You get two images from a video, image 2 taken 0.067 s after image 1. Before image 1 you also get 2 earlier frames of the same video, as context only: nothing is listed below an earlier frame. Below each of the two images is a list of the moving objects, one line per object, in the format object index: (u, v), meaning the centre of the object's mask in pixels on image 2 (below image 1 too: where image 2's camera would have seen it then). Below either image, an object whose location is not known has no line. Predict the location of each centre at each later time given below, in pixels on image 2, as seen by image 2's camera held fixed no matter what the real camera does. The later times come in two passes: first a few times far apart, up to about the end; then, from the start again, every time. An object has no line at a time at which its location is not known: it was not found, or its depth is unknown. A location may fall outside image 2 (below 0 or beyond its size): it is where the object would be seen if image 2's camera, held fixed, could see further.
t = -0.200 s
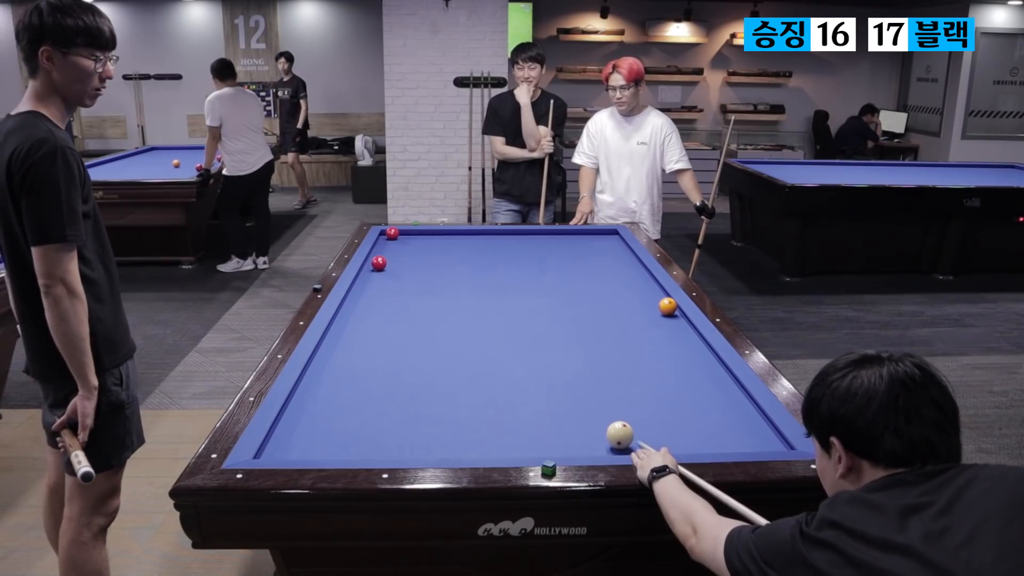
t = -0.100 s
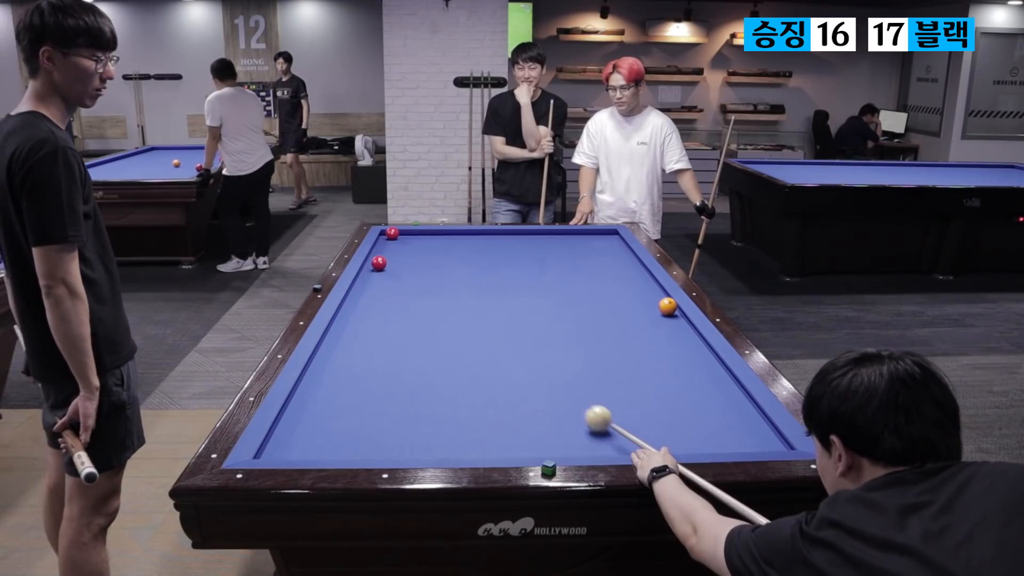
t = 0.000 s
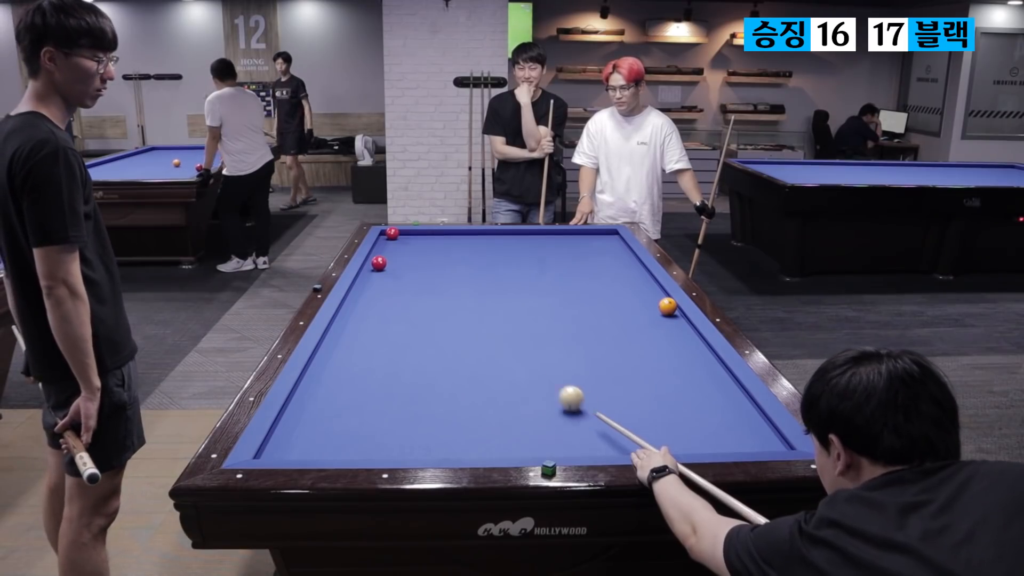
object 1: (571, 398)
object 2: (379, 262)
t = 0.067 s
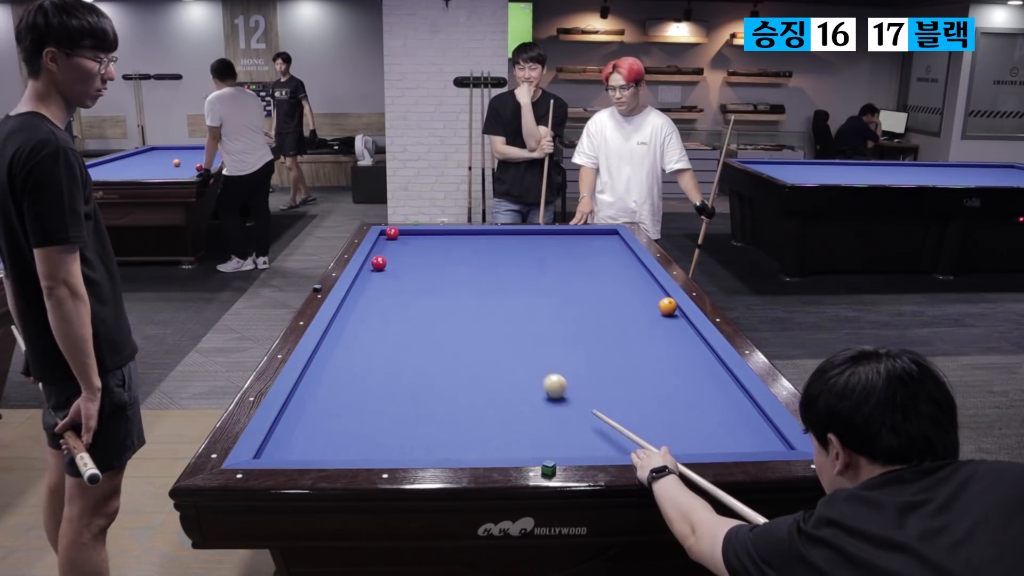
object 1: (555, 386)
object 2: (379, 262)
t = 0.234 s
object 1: (519, 359)
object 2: (379, 262)
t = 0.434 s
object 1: (483, 332)
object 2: (379, 262)
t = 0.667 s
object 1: (449, 306)
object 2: (379, 262)
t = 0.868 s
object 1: (425, 288)
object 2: (379, 262)
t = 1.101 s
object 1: (401, 270)
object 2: (379, 262)
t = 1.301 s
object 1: (397, 257)
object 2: (373, 262)
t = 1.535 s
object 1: (401, 245)
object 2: (389, 261)
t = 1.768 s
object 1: (406, 234)
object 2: (404, 260)
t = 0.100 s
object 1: (547, 380)
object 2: (379, 262)
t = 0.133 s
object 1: (540, 374)
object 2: (379, 262)
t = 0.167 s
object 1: (532, 369)
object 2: (379, 262)
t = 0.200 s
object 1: (525, 364)
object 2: (379, 262)
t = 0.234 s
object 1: (519, 359)
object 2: (379, 262)
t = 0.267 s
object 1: (512, 354)
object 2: (379, 262)
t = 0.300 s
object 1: (506, 349)
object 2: (379, 262)
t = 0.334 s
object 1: (500, 345)
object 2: (379, 262)
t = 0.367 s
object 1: (494, 340)
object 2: (379, 262)
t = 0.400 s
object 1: (489, 336)
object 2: (379, 262)
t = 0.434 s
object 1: (483, 332)
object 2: (379, 262)
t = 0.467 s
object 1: (478, 328)
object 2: (379, 262)
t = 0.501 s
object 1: (473, 324)
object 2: (379, 262)
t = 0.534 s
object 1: (468, 320)
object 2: (379, 262)
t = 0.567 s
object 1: (463, 317)
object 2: (379, 262)
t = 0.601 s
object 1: (458, 313)
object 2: (379, 262)
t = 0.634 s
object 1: (453, 309)
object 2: (379, 262)
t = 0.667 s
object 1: (449, 306)
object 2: (379, 262)
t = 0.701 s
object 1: (445, 303)
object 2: (379, 262)
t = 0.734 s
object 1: (440, 300)
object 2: (379, 262)
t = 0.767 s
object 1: (436, 297)
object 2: (379, 262)
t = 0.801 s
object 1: (432, 294)
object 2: (379, 262)
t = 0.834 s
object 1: (429, 291)
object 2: (379, 262)
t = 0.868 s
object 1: (425, 288)
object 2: (379, 262)
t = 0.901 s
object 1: (421, 285)
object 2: (379, 262)
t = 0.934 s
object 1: (418, 282)
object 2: (379, 262)
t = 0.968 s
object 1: (414, 280)
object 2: (379, 262)
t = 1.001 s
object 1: (411, 277)
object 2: (379, 262)
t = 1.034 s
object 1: (408, 275)
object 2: (379, 262)
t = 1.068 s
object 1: (404, 272)
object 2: (379, 262)
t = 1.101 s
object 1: (401, 270)
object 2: (379, 262)
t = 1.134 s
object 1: (398, 267)
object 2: (379, 262)
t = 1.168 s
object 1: (395, 265)
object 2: (379, 262)
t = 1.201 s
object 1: (394, 263)
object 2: (377, 262)
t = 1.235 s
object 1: (396, 261)
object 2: (373, 262)
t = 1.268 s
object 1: (396, 259)
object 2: (370, 262)
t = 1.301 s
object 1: (397, 257)
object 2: (373, 262)
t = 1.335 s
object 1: (398, 255)
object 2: (375, 262)
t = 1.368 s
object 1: (398, 253)
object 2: (377, 262)
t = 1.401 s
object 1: (399, 252)
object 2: (380, 261)
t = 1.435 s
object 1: (399, 250)
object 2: (382, 261)
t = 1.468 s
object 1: (400, 248)
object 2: (384, 261)
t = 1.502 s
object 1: (400, 246)
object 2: (387, 261)
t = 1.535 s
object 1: (401, 245)
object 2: (389, 261)
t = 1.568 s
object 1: (401, 243)
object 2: (391, 260)
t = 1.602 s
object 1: (402, 241)
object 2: (393, 261)
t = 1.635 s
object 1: (402, 240)
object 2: (395, 261)
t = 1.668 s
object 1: (403, 238)
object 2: (398, 260)
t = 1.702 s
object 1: (403, 237)
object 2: (400, 260)
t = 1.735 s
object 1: (404, 235)
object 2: (402, 260)
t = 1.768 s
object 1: (406, 234)
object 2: (404, 260)
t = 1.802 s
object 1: (407, 232)
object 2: (406, 260)
